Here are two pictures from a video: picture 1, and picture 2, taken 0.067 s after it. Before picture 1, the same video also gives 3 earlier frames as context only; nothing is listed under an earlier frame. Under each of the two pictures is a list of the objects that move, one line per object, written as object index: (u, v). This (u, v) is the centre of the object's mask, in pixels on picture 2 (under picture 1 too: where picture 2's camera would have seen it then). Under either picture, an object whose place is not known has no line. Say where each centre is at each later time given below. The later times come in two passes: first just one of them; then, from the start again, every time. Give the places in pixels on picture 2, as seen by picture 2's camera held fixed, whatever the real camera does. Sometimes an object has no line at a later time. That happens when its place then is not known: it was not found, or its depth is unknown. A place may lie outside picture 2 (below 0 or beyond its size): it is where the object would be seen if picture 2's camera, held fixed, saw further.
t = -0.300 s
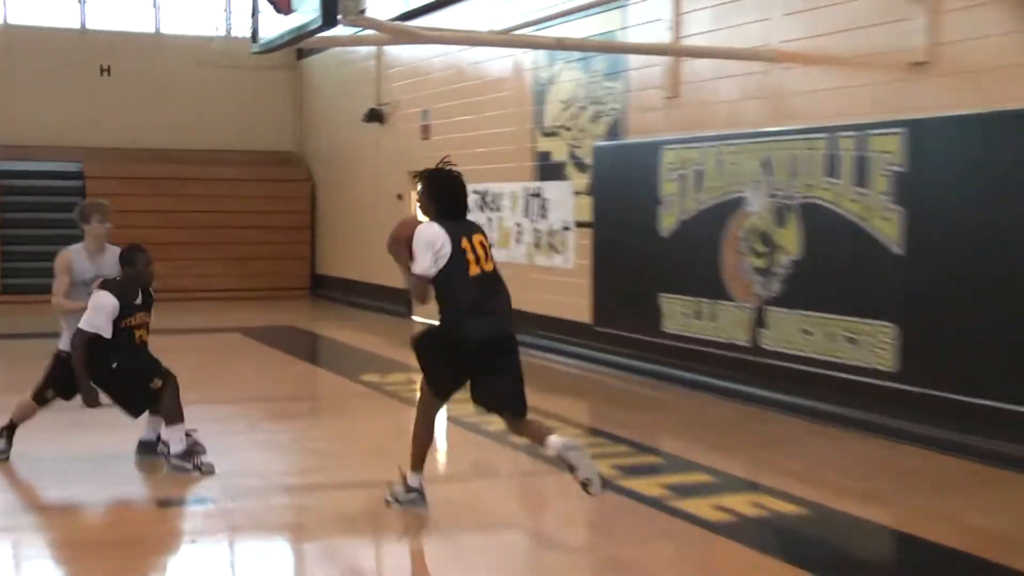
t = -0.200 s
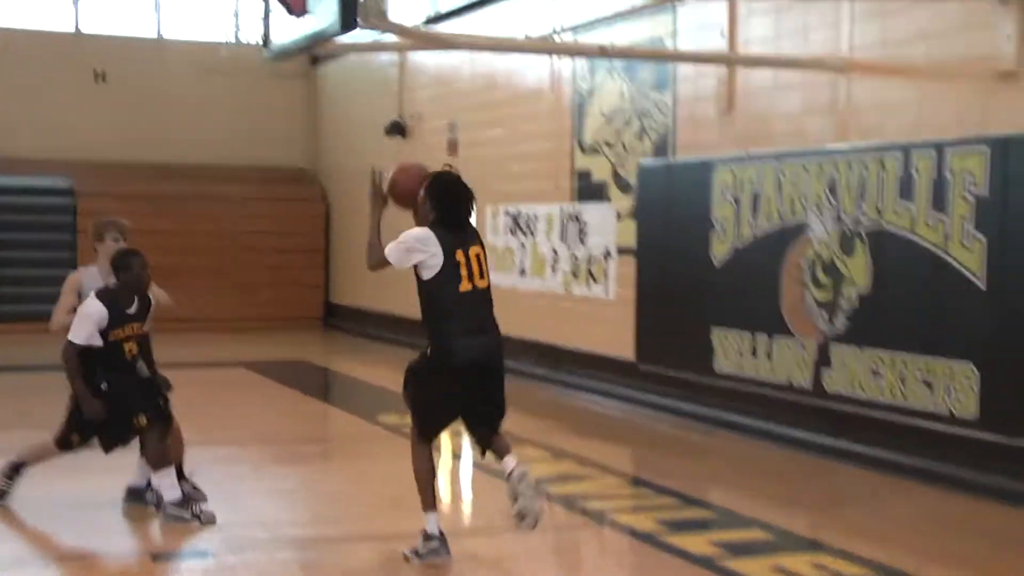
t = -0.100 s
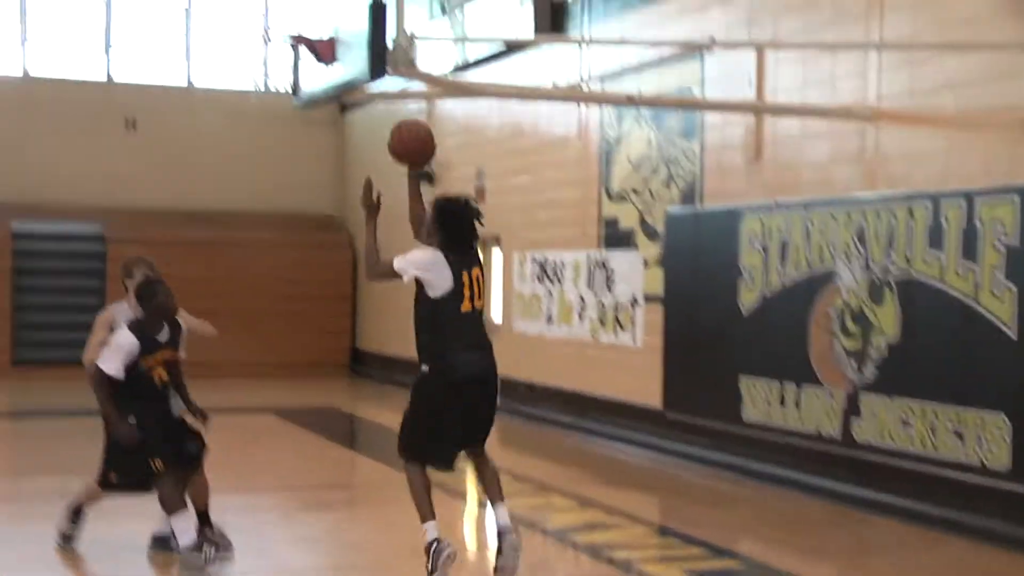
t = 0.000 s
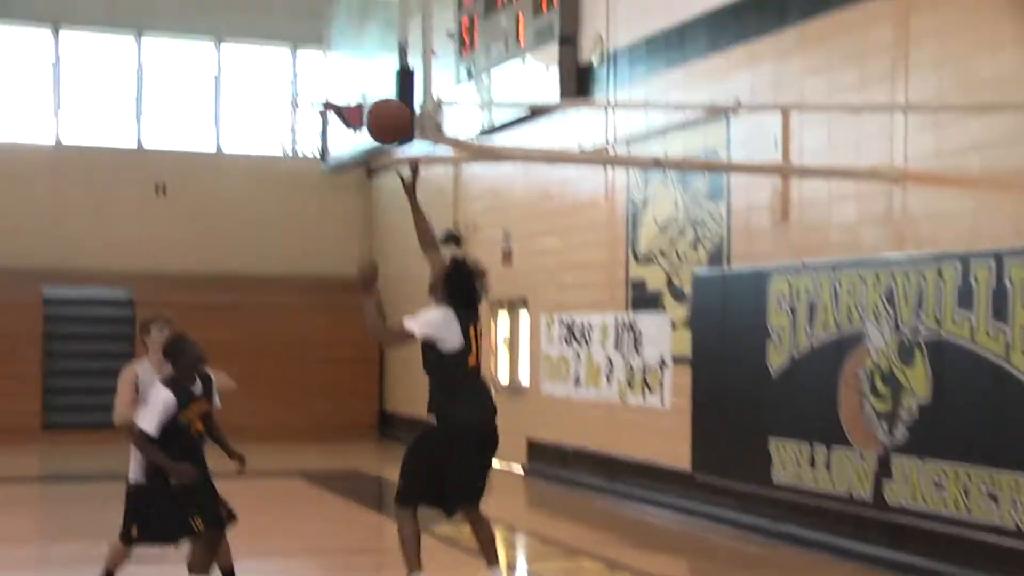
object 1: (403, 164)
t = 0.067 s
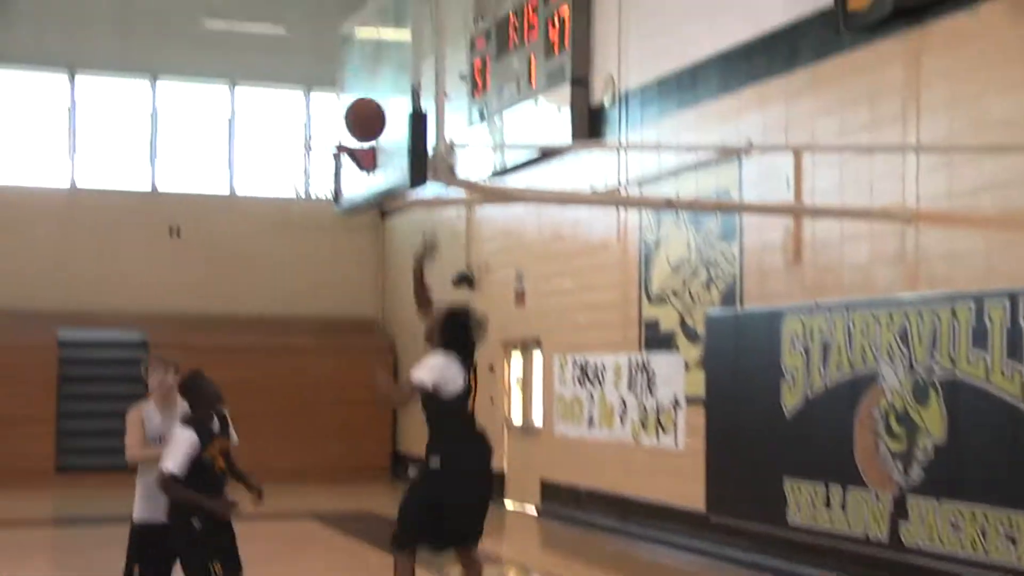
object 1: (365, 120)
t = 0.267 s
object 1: (264, 42)
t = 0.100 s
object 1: (347, 100)
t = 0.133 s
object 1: (330, 84)
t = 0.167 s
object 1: (312, 70)
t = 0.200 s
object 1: (296, 59)
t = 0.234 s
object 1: (280, 50)
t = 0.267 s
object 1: (264, 42)
